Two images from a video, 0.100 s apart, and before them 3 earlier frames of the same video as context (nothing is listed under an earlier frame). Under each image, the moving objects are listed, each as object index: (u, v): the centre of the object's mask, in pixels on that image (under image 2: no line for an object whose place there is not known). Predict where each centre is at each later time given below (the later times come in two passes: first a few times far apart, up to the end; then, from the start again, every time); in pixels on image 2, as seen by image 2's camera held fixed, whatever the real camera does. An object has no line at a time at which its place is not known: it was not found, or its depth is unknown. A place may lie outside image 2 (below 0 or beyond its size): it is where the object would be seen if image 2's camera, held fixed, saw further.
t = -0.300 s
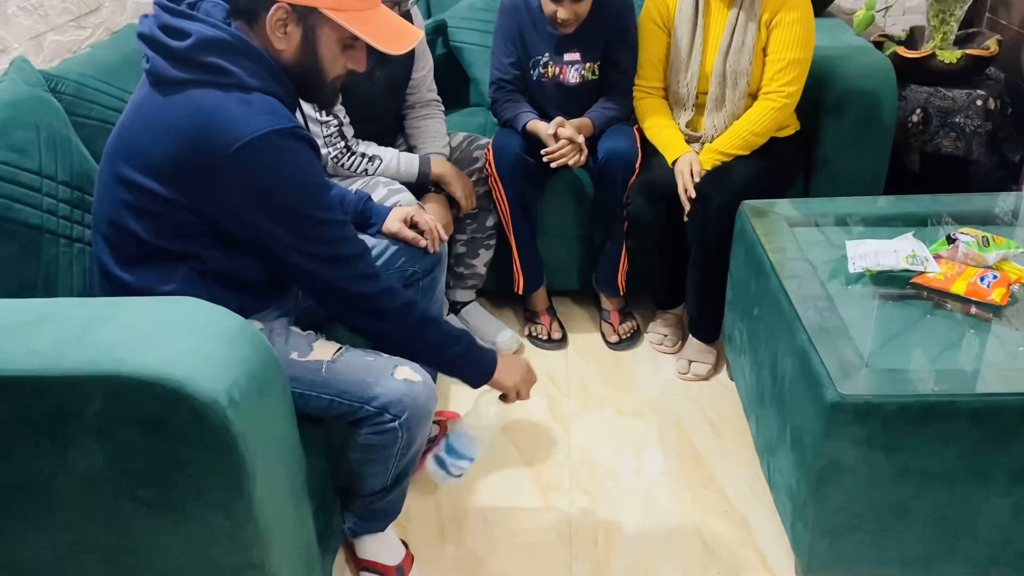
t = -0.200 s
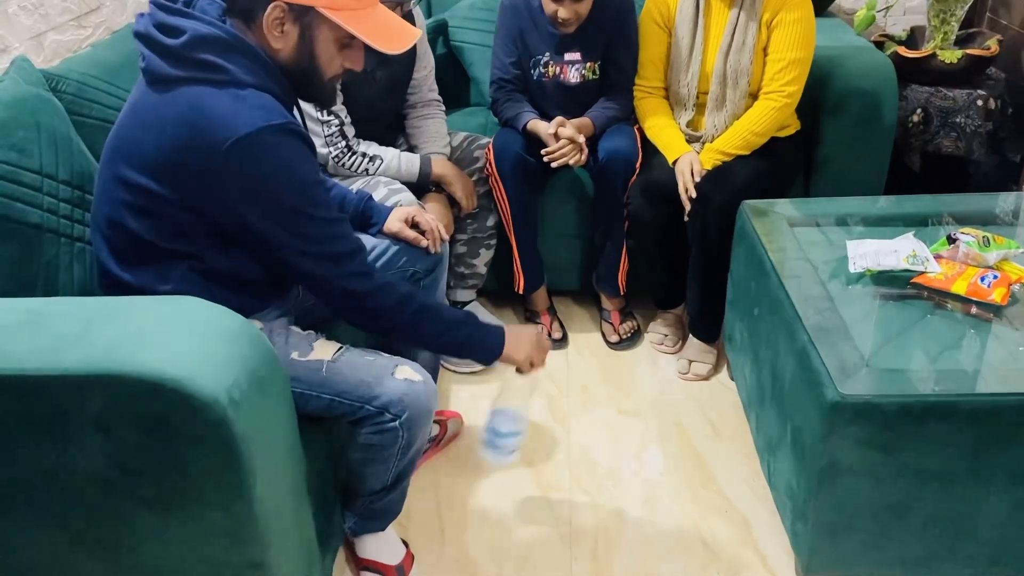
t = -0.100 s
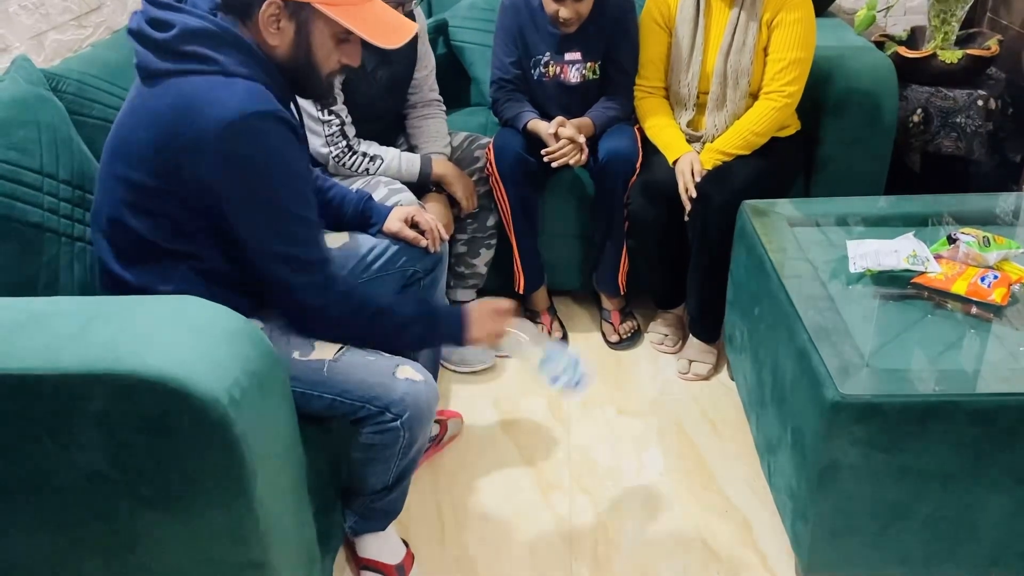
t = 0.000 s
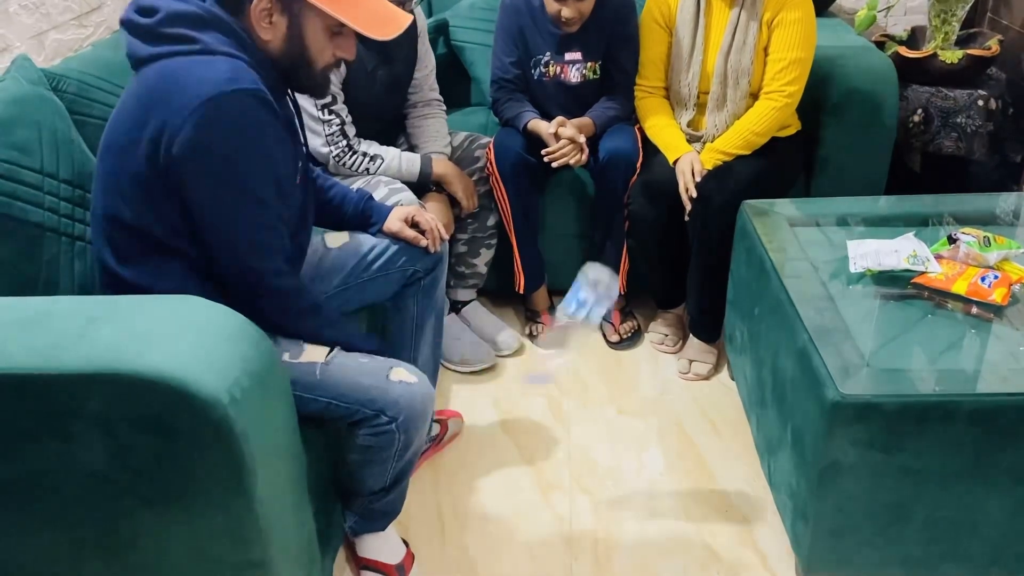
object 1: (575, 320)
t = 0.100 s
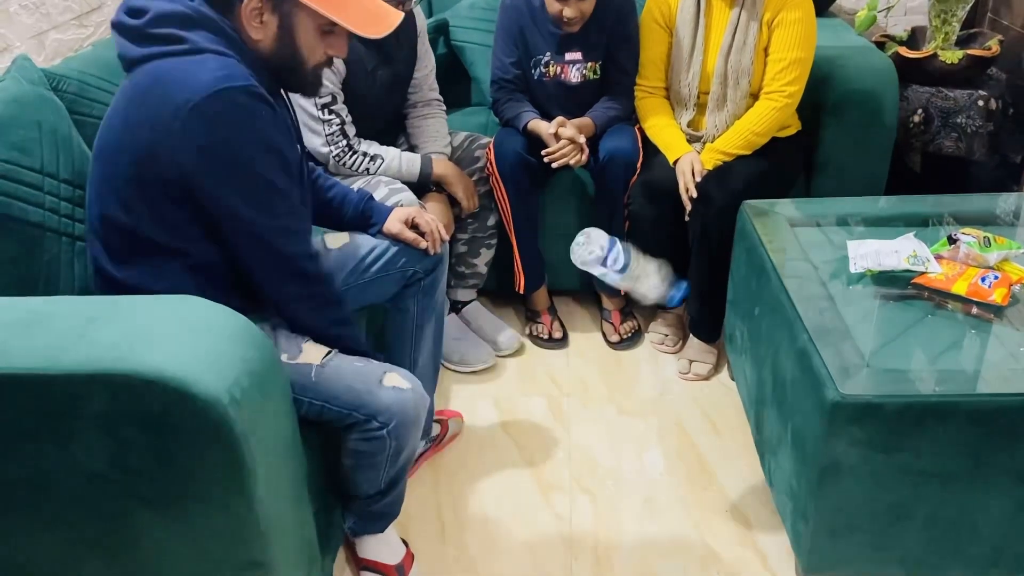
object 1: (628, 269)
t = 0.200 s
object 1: (645, 264)
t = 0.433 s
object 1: (680, 422)
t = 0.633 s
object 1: (686, 422)
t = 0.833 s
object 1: (685, 431)
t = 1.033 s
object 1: (673, 425)
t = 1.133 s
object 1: (670, 420)
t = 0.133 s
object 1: (633, 259)
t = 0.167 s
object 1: (639, 258)
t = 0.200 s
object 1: (645, 264)
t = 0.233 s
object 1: (652, 274)
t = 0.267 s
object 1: (659, 290)
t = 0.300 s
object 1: (665, 307)
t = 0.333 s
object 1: (673, 330)
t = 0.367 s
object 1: (677, 356)
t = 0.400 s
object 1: (679, 386)
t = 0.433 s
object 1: (680, 422)
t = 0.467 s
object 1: (693, 423)
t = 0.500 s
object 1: (694, 422)
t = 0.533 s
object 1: (692, 421)
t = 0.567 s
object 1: (690, 422)
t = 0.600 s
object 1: (688, 422)
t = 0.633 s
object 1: (686, 422)
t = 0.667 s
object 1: (685, 422)
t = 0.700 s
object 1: (683, 422)
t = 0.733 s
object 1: (682, 423)
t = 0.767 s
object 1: (692, 429)
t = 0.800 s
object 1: (690, 430)
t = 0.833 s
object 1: (685, 431)
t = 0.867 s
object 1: (682, 431)
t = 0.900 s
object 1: (679, 430)
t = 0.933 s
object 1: (677, 430)
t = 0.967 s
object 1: (676, 429)
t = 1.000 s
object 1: (675, 427)
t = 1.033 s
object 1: (673, 425)
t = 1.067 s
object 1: (671, 424)
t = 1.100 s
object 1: (670, 421)
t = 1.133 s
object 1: (670, 420)
